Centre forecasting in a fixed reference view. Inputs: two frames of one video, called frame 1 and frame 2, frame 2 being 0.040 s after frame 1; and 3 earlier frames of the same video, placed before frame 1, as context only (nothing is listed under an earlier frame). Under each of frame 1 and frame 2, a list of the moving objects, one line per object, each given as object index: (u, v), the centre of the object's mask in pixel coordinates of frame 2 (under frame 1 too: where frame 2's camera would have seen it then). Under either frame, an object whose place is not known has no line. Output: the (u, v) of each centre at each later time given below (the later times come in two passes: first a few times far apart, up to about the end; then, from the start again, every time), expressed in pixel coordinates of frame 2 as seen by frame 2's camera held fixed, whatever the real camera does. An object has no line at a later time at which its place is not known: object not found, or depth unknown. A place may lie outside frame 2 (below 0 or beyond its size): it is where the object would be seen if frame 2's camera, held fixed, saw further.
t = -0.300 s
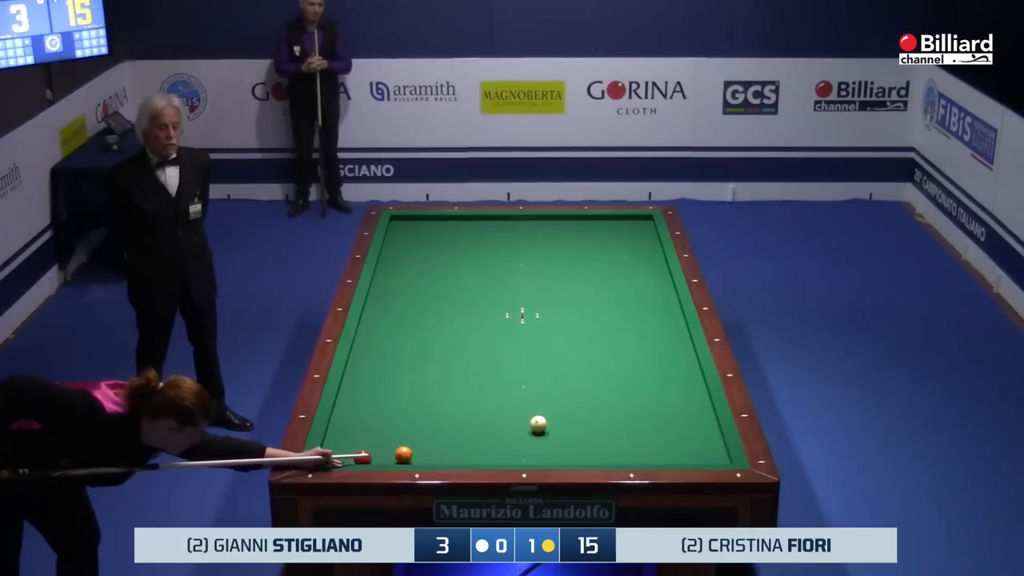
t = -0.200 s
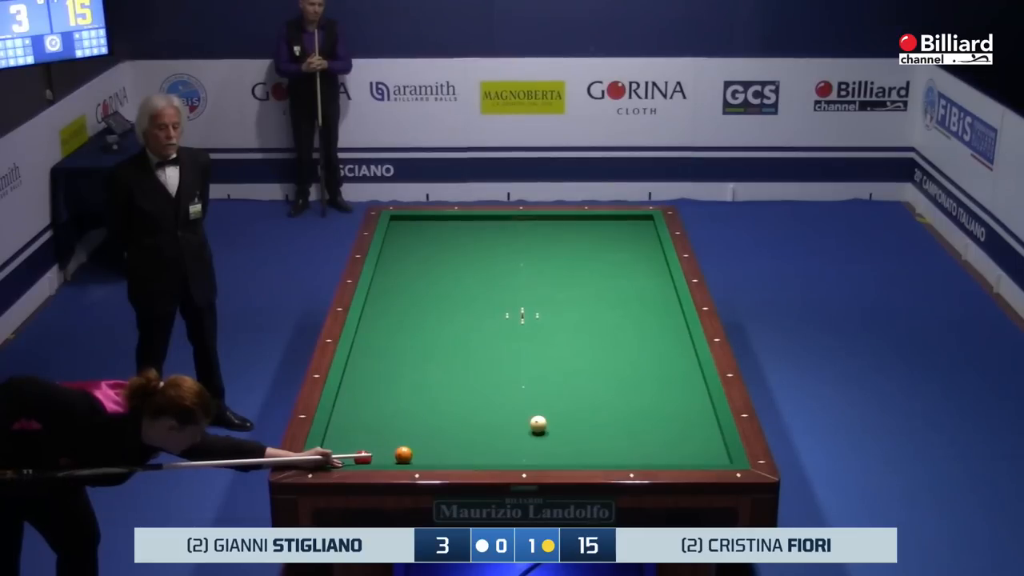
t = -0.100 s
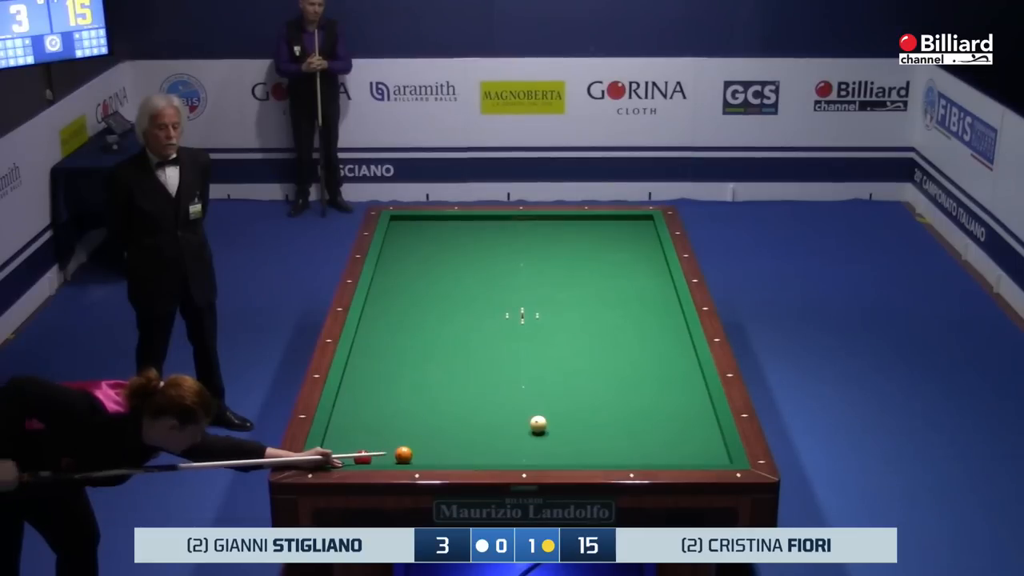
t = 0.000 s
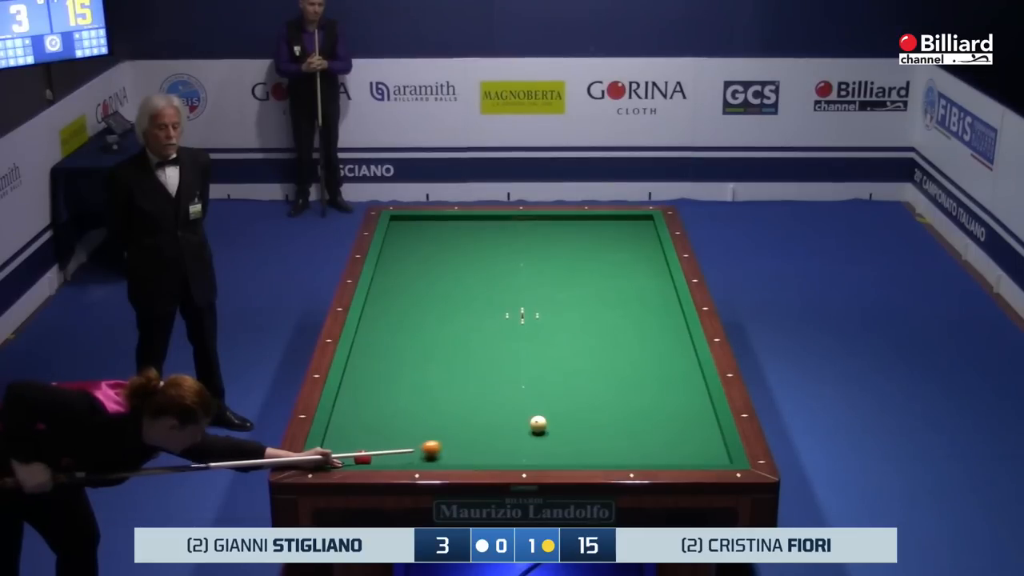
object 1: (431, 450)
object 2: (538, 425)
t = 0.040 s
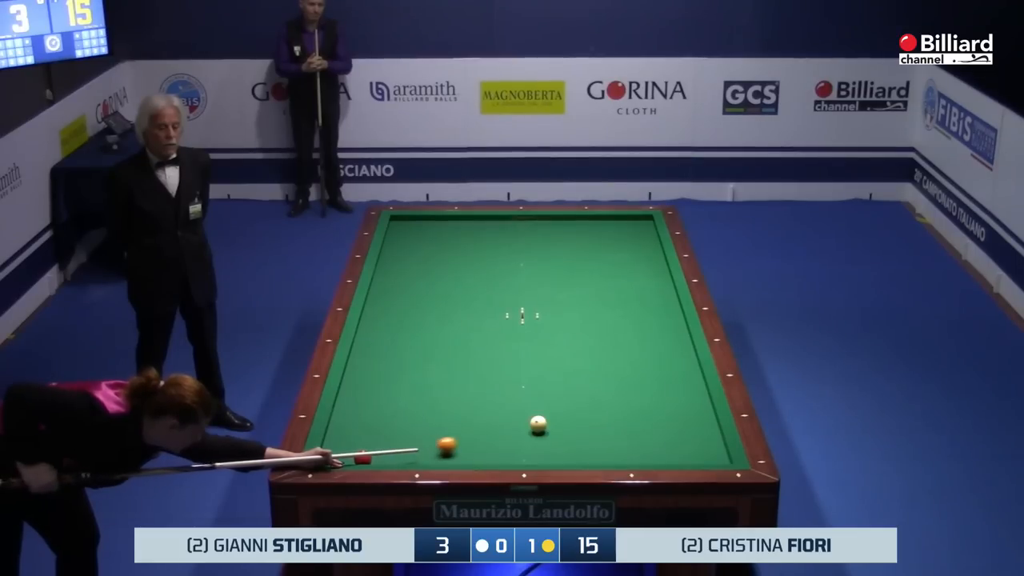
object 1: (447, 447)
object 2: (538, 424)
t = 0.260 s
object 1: (526, 430)
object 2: (542, 423)
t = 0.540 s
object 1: (554, 433)
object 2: (608, 401)
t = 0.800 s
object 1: (586, 433)
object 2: (654, 385)
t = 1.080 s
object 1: (619, 433)
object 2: (691, 371)
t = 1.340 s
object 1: (649, 433)
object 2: (660, 361)
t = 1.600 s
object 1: (678, 432)
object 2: (634, 352)
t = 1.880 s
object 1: (708, 432)
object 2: (608, 342)
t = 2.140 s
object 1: (701, 432)
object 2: (585, 335)
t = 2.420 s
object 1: (684, 432)
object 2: (561, 326)
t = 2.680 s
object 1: (669, 432)
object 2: (540, 319)
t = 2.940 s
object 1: (655, 433)
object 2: (520, 312)
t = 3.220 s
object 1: (642, 433)
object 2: (500, 306)
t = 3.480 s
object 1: (629, 433)
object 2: (483, 300)
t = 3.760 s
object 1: (617, 433)
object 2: (465, 294)
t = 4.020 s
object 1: (607, 433)
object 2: (449, 288)
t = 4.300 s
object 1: (596, 433)
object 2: (434, 283)
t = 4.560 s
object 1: (588, 433)
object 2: (420, 278)
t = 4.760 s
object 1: (581, 433)
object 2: (409, 275)
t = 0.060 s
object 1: (454, 445)
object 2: (538, 425)
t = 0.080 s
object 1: (462, 443)
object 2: (538, 424)
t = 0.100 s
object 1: (469, 442)
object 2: (538, 424)
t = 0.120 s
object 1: (477, 440)
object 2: (538, 425)
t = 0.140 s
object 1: (484, 438)
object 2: (538, 424)
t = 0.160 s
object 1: (492, 437)
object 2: (538, 424)
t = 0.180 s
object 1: (499, 435)
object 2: (538, 424)
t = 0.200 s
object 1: (506, 434)
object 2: (538, 424)
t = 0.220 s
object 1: (514, 432)
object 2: (538, 424)
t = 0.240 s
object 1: (521, 431)
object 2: (538, 424)
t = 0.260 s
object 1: (526, 430)
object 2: (542, 423)
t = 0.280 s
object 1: (527, 431)
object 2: (547, 421)
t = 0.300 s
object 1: (528, 431)
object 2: (553, 419)
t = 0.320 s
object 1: (529, 432)
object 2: (559, 418)
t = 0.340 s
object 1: (531, 432)
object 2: (564, 416)
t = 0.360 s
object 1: (533, 432)
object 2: (569, 414)
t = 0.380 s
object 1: (535, 432)
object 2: (574, 412)
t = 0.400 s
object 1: (537, 432)
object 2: (579, 411)
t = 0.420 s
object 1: (539, 432)
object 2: (583, 409)
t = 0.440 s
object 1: (541, 433)
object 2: (588, 408)
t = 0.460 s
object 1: (544, 433)
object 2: (592, 406)
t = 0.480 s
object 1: (546, 433)
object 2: (596, 405)
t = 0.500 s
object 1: (549, 433)
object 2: (600, 404)
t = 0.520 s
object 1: (551, 433)
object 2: (604, 402)
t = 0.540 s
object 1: (554, 433)
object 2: (608, 401)
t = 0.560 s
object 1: (556, 432)
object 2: (612, 400)
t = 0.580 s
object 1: (559, 433)
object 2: (615, 399)
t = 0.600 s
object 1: (561, 433)
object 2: (619, 397)
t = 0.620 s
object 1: (564, 433)
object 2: (623, 396)
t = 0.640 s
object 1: (566, 433)
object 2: (626, 395)
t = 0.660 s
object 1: (569, 433)
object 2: (630, 394)
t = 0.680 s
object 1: (571, 433)
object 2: (633, 393)
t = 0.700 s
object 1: (573, 433)
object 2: (637, 391)
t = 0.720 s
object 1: (576, 433)
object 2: (640, 390)
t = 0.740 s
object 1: (578, 433)
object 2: (644, 389)
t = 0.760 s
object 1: (581, 433)
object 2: (647, 388)
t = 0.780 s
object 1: (583, 433)
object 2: (651, 387)
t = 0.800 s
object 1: (586, 433)
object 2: (654, 385)
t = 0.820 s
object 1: (588, 433)
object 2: (657, 384)
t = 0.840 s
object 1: (590, 433)
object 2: (661, 383)
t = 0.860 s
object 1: (593, 433)
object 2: (664, 382)
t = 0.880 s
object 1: (595, 433)
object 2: (668, 381)
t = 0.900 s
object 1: (598, 433)
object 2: (671, 380)
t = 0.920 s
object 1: (600, 433)
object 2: (674, 379)
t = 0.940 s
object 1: (602, 433)
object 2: (678, 378)
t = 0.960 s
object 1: (605, 433)
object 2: (681, 376)
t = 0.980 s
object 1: (607, 433)
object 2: (684, 375)
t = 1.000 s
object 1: (610, 433)
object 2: (687, 374)
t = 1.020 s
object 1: (612, 433)
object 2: (691, 373)
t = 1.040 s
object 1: (614, 433)
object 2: (694, 372)
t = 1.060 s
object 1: (616, 433)
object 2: (694, 371)
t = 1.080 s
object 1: (619, 433)
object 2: (691, 371)
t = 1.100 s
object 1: (621, 433)
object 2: (688, 370)
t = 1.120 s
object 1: (623, 433)
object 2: (685, 369)
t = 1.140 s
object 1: (626, 433)
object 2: (682, 368)
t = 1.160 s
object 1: (628, 432)
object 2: (680, 368)
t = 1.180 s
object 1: (630, 433)
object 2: (678, 367)
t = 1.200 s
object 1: (633, 433)
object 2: (675, 366)
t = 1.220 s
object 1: (635, 432)
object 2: (673, 365)
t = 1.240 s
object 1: (637, 433)
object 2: (671, 365)
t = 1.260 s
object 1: (640, 432)
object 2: (669, 364)
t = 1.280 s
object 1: (642, 432)
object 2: (667, 363)
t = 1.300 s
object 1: (644, 432)
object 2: (665, 363)
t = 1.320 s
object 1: (647, 432)
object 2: (663, 362)
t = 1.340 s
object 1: (649, 433)
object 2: (660, 361)
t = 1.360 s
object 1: (651, 432)
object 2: (658, 360)
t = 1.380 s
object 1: (653, 433)
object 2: (657, 360)
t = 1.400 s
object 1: (656, 433)
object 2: (655, 359)
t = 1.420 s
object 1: (658, 433)
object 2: (652, 358)
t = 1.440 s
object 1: (660, 432)
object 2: (650, 358)
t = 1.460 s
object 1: (662, 433)
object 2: (648, 357)
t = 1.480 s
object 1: (665, 432)
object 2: (646, 356)
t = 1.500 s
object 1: (667, 432)
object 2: (644, 355)
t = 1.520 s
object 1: (669, 433)
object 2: (642, 355)
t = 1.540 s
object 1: (671, 432)
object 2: (640, 354)
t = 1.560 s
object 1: (674, 433)
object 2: (638, 353)
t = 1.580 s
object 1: (676, 432)
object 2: (636, 353)
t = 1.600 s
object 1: (678, 432)
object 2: (634, 352)
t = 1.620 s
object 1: (680, 432)
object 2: (632, 351)
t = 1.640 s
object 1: (682, 432)
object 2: (630, 351)
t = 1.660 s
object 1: (685, 433)
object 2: (628, 350)
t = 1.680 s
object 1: (687, 432)
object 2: (627, 349)
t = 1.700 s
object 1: (689, 432)
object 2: (625, 348)
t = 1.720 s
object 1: (691, 432)
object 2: (623, 348)
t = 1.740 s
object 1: (693, 432)
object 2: (621, 347)
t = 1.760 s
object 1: (695, 432)
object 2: (619, 347)
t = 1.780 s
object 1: (697, 432)
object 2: (617, 346)
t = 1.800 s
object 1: (700, 432)
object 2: (615, 345)
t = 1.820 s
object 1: (702, 432)
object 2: (613, 345)
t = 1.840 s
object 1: (704, 432)
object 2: (611, 344)
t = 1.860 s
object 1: (706, 432)
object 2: (610, 343)
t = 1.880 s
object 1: (708, 432)
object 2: (608, 342)
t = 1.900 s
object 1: (710, 432)
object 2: (606, 342)
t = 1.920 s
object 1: (713, 432)
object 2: (604, 341)
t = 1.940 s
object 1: (714, 432)
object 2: (602, 341)
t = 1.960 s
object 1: (713, 432)
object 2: (600, 340)
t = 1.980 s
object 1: (711, 432)
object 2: (598, 340)
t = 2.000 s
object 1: (710, 432)
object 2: (597, 339)
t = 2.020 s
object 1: (709, 432)
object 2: (595, 338)
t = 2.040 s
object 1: (707, 432)
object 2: (593, 338)
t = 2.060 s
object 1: (706, 432)
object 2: (592, 337)
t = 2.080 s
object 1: (705, 432)
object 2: (590, 337)
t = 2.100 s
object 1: (703, 432)
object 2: (588, 336)
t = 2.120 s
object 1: (702, 432)
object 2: (586, 335)
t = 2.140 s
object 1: (701, 432)
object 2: (585, 335)
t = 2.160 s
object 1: (700, 432)
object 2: (583, 334)
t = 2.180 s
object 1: (698, 432)
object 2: (581, 333)
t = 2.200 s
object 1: (697, 432)
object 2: (579, 333)
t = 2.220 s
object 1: (696, 432)
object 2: (577, 332)
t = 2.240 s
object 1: (695, 432)
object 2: (576, 332)
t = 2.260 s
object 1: (694, 432)
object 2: (574, 331)
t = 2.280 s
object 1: (692, 432)
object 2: (573, 330)
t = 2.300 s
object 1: (691, 432)
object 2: (571, 330)
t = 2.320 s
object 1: (690, 432)
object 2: (569, 329)
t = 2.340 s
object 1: (689, 432)
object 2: (567, 329)
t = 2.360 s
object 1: (688, 432)
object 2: (566, 328)
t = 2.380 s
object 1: (687, 432)
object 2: (564, 327)
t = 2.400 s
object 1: (685, 432)
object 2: (562, 327)
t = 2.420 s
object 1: (684, 432)
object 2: (561, 326)
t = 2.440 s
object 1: (683, 432)
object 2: (559, 326)
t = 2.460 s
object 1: (681, 432)
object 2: (557, 325)
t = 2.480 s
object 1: (680, 432)
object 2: (556, 325)
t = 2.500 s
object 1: (679, 432)
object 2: (554, 324)
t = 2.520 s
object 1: (678, 432)
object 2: (552, 324)
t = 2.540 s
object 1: (677, 432)
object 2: (551, 323)
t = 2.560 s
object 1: (676, 432)
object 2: (549, 322)
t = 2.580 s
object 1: (675, 432)
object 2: (548, 322)
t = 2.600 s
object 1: (674, 432)
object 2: (546, 321)
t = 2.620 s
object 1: (673, 432)
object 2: (545, 321)
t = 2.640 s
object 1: (671, 432)
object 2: (543, 320)
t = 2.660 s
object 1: (670, 432)
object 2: (541, 320)
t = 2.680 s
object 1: (669, 432)
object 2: (540, 319)
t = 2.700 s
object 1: (668, 432)
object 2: (538, 319)
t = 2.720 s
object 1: (667, 432)
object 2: (537, 318)
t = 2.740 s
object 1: (666, 432)
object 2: (535, 318)
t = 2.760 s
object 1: (665, 432)
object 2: (534, 317)
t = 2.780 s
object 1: (664, 432)
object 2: (532, 317)
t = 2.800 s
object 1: (663, 432)
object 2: (531, 316)
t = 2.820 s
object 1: (662, 433)
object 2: (529, 315)
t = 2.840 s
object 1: (661, 432)
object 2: (528, 315)
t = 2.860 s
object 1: (660, 432)
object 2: (526, 314)
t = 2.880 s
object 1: (659, 432)
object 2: (525, 314)
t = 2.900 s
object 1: (658, 432)
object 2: (523, 313)
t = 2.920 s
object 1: (656, 433)
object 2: (522, 313)
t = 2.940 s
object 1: (655, 433)
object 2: (520, 312)
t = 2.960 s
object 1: (654, 433)
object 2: (519, 312)
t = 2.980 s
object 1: (653, 433)
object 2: (517, 311)
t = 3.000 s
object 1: (652, 433)
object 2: (516, 311)
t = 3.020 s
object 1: (651, 433)
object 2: (515, 311)
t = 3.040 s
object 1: (650, 433)
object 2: (513, 310)
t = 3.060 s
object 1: (649, 433)
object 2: (512, 309)
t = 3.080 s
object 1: (648, 433)
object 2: (511, 309)
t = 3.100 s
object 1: (647, 433)
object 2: (509, 308)
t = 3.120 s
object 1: (646, 433)
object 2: (507, 308)
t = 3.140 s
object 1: (645, 433)
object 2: (506, 307)
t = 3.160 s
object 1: (644, 433)
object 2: (505, 307)
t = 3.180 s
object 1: (643, 433)
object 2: (503, 307)
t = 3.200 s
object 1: (643, 433)
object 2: (502, 306)
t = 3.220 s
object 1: (642, 433)
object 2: (500, 306)
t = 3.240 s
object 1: (641, 433)
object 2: (499, 305)
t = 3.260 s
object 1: (640, 433)
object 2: (498, 305)
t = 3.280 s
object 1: (639, 433)
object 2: (496, 304)
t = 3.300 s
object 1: (638, 433)
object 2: (495, 304)
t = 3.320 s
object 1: (637, 433)
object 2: (493, 303)
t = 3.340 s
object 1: (636, 433)
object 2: (492, 303)
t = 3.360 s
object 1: (635, 433)
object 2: (491, 302)
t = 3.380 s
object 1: (634, 433)
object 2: (490, 302)
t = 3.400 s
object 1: (633, 433)
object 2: (488, 302)
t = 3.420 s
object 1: (632, 433)
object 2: (487, 301)
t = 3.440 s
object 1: (631, 433)
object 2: (485, 301)
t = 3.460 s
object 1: (630, 433)
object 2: (484, 300)
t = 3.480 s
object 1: (629, 433)
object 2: (483, 300)
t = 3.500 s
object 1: (628, 433)
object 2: (481, 299)
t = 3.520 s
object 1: (627, 433)
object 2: (480, 299)
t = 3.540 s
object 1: (627, 433)
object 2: (479, 298)
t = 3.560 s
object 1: (626, 433)
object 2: (478, 298)
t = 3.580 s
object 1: (625, 433)
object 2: (476, 297)
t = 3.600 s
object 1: (624, 433)
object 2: (475, 297)
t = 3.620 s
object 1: (623, 433)
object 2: (474, 297)
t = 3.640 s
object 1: (622, 433)
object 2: (472, 296)
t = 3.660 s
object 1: (621, 433)
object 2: (471, 296)
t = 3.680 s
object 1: (621, 433)
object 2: (470, 295)
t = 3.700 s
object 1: (620, 433)
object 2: (469, 295)
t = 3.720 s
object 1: (619, 433)
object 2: (468, 295)
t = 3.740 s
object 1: (618, 433)
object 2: (466, 294)
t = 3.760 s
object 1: (617, 433)
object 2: (465, 294)
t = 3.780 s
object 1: (616, 433)
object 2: (464, 293)
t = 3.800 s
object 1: (615, 433)
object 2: (463, 293)
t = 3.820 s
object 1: (615, 433)
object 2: (461, 292)
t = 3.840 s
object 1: (614, 433)
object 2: (460, 292)
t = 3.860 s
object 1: (613, 433)
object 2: (459, 291)
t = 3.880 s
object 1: (612, 433)
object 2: (458, 291)
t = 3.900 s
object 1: (612, 433)
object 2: (457, 291)
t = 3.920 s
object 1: (611, 433)
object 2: (455, 290)
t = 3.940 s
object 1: (610, 433)
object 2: (454, 290)
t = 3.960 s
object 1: (609, 433)
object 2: (453, 290)
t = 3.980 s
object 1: (608, 433)
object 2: (452, 289)
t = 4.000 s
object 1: (608, 433)
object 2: (451, 289)
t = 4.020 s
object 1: (607, 433)
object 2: (449, 288)
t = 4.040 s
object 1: (606, 433)
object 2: (448, 288)
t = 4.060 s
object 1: (605, 433)
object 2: (447, 288)
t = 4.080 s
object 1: (605, 433)
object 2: (446, 287)
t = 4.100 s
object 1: (604, 433)
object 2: (445, 287)
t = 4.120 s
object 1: (603, 433)
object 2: (444, 286)
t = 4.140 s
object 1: (602, 433)
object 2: (443, 286)
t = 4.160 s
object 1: (602, 433)
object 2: (441, 286)
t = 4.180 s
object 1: (601, 433)
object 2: (440, 285)
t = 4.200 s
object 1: (600, 433)
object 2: (439, 285)
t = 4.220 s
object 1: (599, 433)
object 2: (438, 285)
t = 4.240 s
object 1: (599, 433)
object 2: (437, 284)
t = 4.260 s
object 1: (598, 433)
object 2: (436, 284)
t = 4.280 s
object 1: (597, 433)
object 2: (435, 283)
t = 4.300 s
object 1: (596, 433)
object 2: (434, 283)
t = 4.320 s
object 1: (596, 433)
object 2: (433, 282)
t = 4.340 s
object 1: (595, 433)
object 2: (431, 282)
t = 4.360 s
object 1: (594, 433)
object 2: (430, 282)
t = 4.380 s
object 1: (594, 433)
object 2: (429, 281)
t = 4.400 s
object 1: (593, 433)
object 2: (428, 281)
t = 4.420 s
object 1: (592, 433)
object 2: (427, 281)
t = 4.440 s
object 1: (592, 433)
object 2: (426, 280)
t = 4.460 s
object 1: (591, 433)
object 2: (425, 280)
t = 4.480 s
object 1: (590, 433)
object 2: (424, 280)
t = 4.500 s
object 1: (590, 433)
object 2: (423, 279)
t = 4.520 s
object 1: (589, 433)
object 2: (422, 279)
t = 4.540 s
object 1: (588, 433)
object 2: (421, 279)
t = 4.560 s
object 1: (588, 433)
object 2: (420, 278)
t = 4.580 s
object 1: (587, 433)
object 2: (419, 278)
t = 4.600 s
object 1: (586, 433)
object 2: (418, 277)
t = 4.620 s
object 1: (586, 433)
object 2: (417, 277)
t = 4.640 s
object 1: (585, 433)
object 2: (415, 277)
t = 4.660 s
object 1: (585, 433)
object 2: (414, 277)
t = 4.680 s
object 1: (584, 433)
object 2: (413, 276)
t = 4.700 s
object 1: (583, 433)
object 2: (413, 276)
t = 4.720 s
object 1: (583, 433)
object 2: (412, 276)
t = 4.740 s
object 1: (582, 433)
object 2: (410, 275)
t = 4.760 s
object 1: (581, 433)
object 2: (409, 275)
